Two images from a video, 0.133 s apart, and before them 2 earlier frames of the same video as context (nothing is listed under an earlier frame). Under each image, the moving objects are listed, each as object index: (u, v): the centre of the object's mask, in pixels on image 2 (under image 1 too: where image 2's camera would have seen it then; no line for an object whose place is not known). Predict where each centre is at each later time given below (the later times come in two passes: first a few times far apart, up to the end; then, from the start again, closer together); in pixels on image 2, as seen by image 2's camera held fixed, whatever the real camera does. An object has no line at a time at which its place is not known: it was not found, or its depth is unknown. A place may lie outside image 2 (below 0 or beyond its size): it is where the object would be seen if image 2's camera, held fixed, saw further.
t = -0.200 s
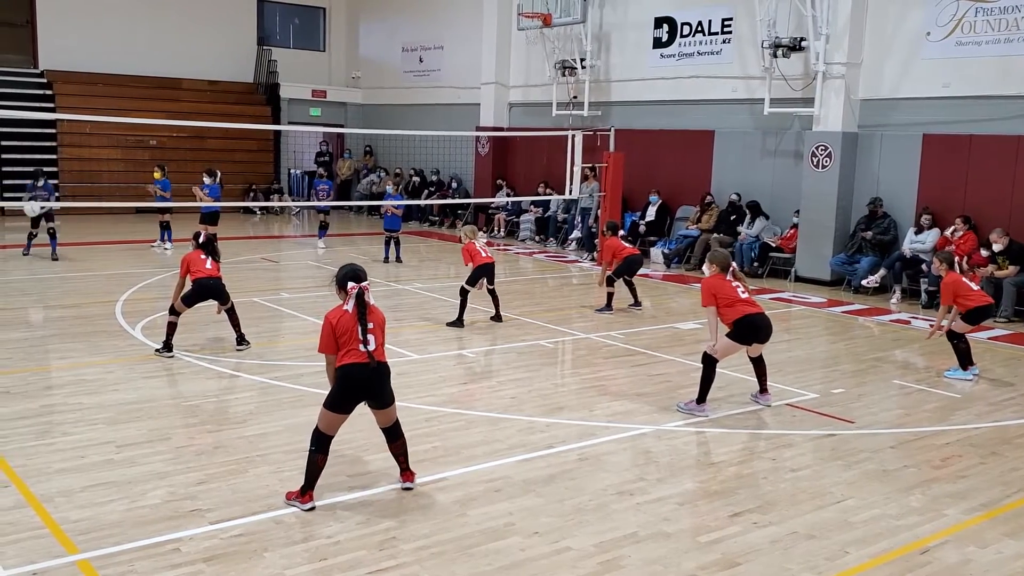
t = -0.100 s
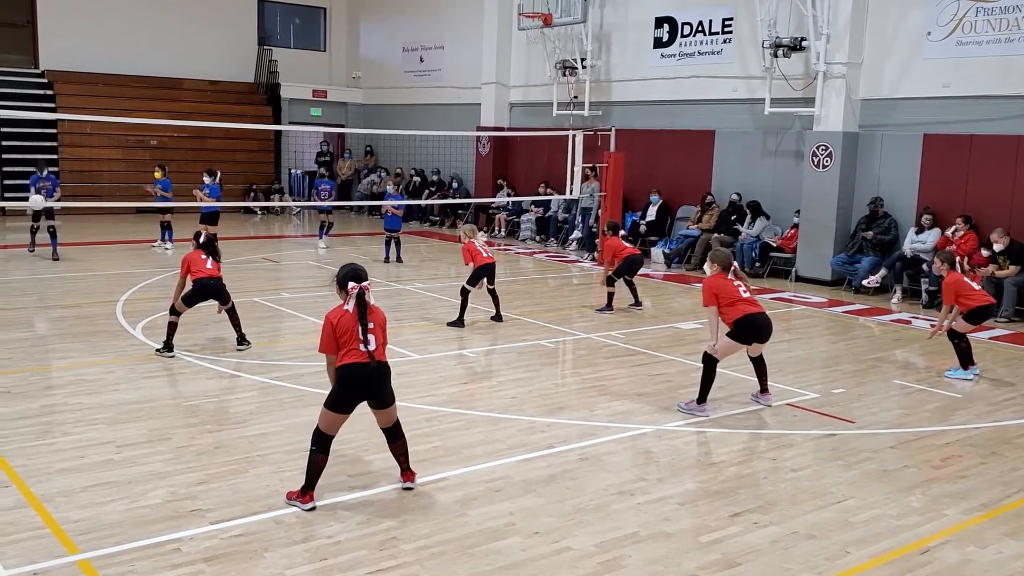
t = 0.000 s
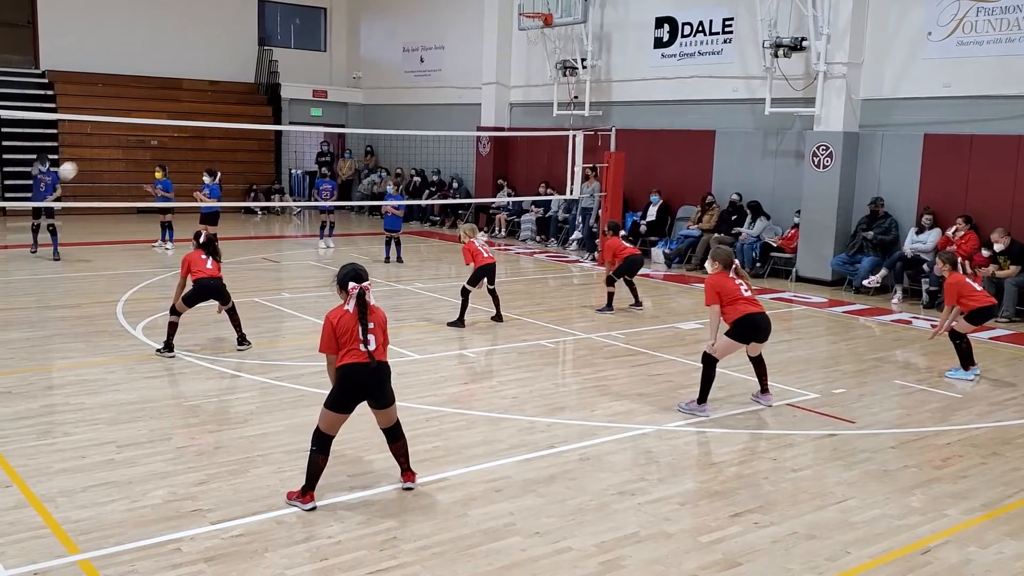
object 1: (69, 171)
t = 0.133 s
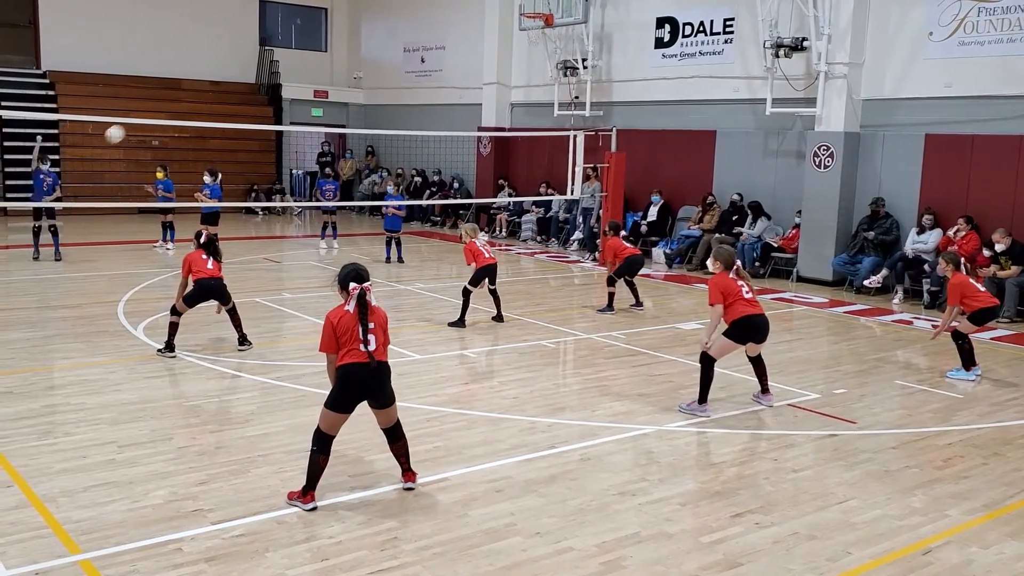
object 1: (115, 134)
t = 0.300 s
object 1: (175, 105)
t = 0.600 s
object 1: (287, 102)
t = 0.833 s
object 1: (375, 151)
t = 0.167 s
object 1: (126, 127)
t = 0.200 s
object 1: (138, 120)
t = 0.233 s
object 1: (151, 113)
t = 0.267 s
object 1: (163, 109)
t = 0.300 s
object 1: (175, 105)
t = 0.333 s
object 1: (187, 101)
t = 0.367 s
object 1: (200, 98)
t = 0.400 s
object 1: (212, 96)
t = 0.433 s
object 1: (224, 95)
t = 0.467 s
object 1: (237, 94)
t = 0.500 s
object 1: (250, 95)
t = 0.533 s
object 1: (262, 97)
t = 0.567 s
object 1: (274, 99)
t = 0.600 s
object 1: (287, 102)
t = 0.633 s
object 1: (300, 107)
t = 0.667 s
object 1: (313, 112)
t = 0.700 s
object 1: (326, 118)
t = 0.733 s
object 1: (338, 125)
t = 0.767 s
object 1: (351, 133)
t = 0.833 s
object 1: (375, 151)
